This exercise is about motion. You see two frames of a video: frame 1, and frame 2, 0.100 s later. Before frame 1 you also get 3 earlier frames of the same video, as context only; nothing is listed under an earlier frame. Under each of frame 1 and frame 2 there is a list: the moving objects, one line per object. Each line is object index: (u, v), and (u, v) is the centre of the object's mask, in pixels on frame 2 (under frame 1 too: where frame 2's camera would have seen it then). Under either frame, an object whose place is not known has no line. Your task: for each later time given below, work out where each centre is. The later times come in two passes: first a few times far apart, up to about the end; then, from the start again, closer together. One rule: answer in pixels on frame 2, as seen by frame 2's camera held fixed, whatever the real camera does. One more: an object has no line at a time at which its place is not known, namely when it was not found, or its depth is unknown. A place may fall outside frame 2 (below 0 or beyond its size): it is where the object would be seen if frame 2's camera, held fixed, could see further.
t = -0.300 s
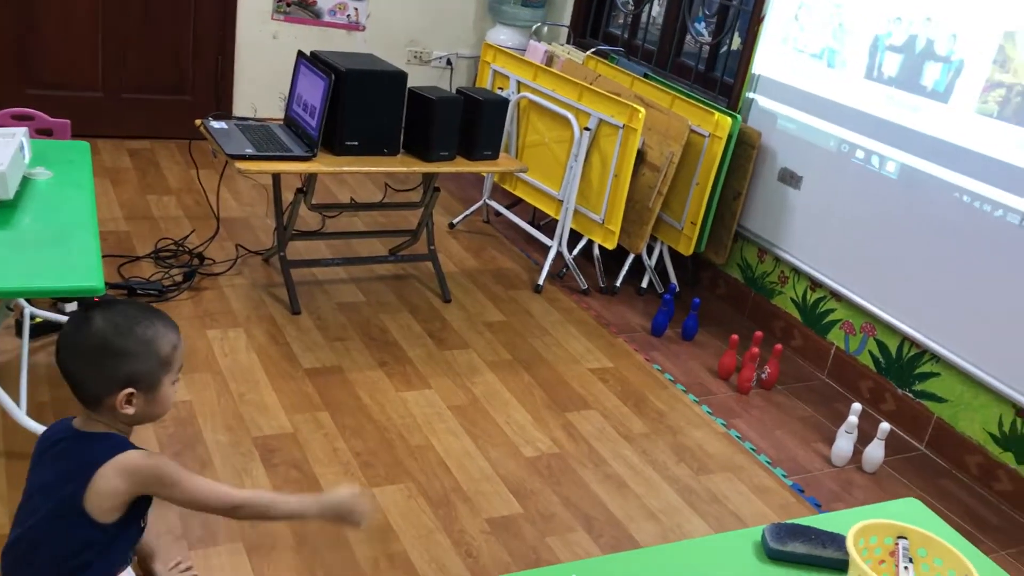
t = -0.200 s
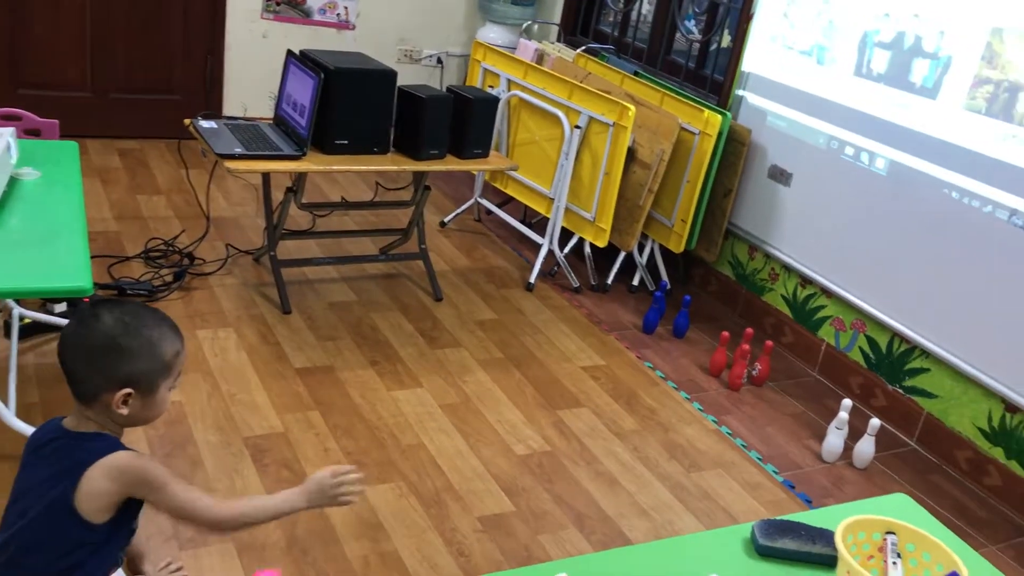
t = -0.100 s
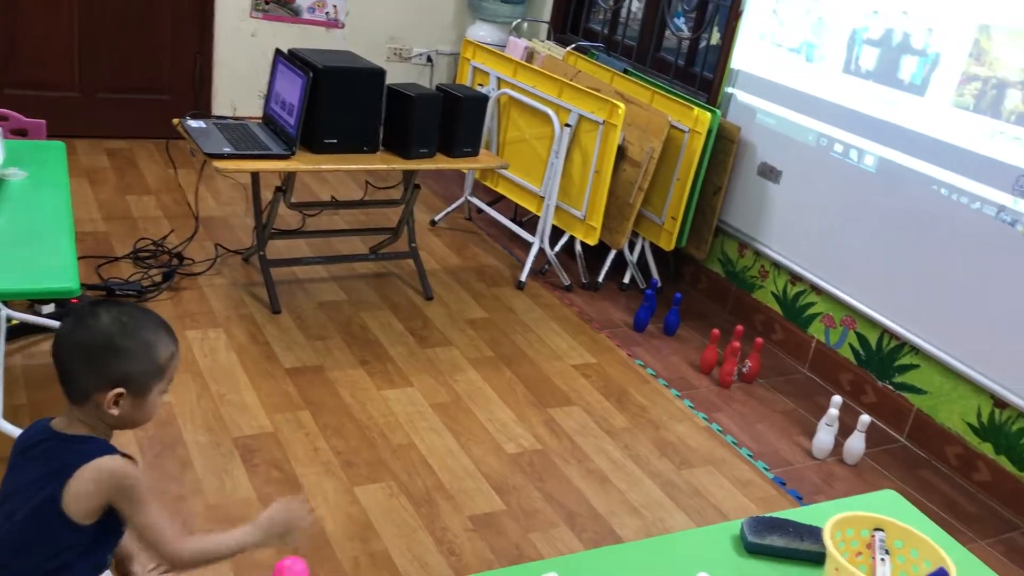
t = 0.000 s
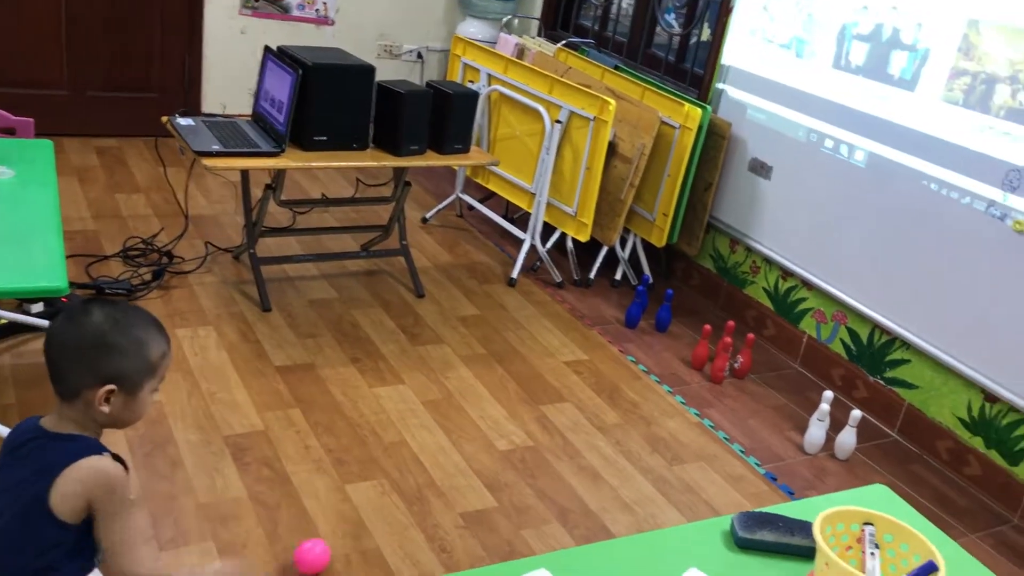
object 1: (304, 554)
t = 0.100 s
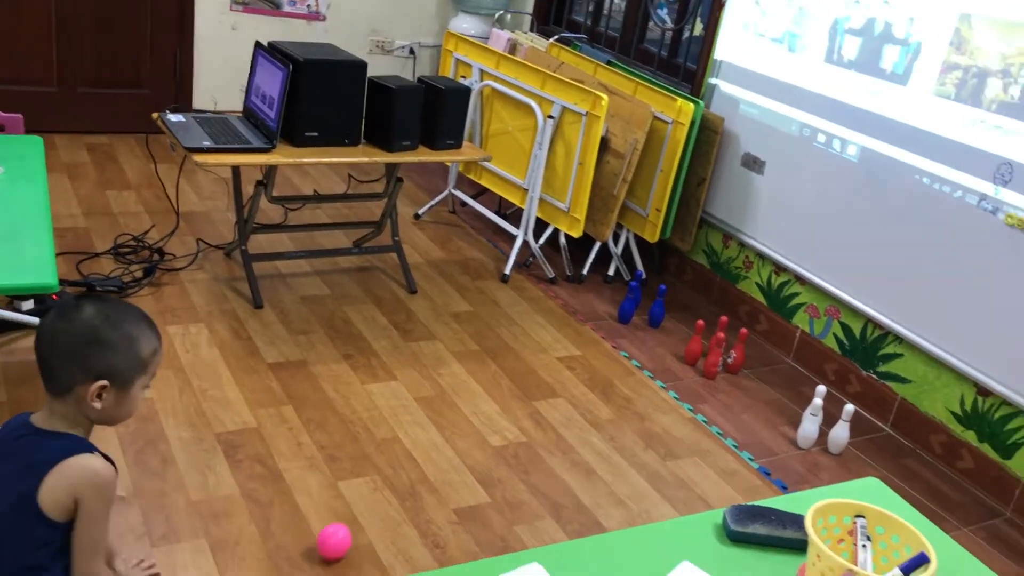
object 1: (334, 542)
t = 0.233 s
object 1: (368, 526)
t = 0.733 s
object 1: (486, 482)
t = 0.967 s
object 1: (533, 467)
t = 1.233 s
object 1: (582, 452)
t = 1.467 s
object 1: (622, 441)
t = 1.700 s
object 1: (660, 432)
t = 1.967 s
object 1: (702, 425)
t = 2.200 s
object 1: (736, 421)
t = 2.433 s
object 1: (767, 416)
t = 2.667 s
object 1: (793, 410)
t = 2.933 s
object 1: (827, 404)
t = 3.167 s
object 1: (840, 399)
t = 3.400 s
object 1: (843, 398)
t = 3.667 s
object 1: (838, 397)
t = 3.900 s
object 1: (834, 397)
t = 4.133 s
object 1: (830, 394)
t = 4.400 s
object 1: (826, 388)
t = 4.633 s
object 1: (830, 390)
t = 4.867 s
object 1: (831, 391)
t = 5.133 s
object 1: (833, 390)
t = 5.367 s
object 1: (837, 393)
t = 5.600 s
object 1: (840, 396)
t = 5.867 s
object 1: (838, 397)
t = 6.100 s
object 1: (840, 398)
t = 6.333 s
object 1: (846, 401)
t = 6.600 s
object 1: (854, 408)
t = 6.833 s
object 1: (859, 413)
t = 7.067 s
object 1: (863, 414)
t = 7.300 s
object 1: (871, 416)
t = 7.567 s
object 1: (875, 416)
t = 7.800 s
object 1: (872, 414)
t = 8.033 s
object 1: (867, 409)
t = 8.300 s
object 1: (861, 405)
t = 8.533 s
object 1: (859, 403)
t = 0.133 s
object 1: (342, 538)
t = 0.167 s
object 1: (351, 534)
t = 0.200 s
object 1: (359, 530)
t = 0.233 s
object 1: (368, 526)
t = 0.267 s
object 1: (377, 522)
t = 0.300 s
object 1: (386, 519)
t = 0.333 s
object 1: (394, 516)
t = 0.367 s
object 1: (402, 512)
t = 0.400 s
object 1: (409, 509)
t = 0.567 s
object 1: (448, 495)
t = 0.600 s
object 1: (455, 492)
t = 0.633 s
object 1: (462, 490)
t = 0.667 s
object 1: (470, 487)
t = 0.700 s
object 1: (478, 484)
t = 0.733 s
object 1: (486, 482)
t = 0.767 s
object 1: (493, 480)
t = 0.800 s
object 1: (498, 478)
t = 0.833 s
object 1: (505, 475)
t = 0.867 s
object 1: (512, 473)
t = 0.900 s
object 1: (519, 470)
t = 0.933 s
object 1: (526, 468)
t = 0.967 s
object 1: (533, 467)
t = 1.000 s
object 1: (539, 465)
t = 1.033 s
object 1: (544, 462)
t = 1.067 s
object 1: (550, 460)
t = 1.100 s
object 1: (556, 458)
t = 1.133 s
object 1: (562, 456)
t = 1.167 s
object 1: (569, 454)
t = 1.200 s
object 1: (576, 453)
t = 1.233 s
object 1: (582, 452)
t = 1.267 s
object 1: (588, 450)
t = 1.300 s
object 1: (593, 449)
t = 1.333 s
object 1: (598, 446)
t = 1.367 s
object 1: (604, 445)
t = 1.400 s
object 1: (610, 443)
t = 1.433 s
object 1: (616, 442)
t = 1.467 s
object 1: (622, 441)
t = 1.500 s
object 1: (628, 440)
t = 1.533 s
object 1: (633, 438)
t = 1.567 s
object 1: (637, 437)
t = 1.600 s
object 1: (643, 435)
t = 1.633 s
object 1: (648, 434)
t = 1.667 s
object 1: (654, 433)
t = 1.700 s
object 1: (660, 432)
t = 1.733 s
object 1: (665, 432)
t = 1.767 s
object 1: (670, 430)
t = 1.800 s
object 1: (675, 430)
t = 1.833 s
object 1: (680, 428)
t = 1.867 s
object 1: (685, 427)
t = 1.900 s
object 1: (690, 426)
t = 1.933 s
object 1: (696, 425)
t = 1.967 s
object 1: (702, 425)
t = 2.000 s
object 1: (706, 425)
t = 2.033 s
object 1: (712, 424)
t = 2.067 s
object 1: (716, 423)
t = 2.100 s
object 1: (720, 422)
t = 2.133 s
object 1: (724, 421)
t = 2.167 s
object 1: (729, 422)
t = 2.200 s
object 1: (736, 421)
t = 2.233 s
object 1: (741, 420)
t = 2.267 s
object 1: (746, 420)
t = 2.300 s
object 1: (750, 419)
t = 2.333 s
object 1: (755, 420)
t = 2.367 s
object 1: (759, 418)
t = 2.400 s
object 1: (763, 418)
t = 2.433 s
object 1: (767, 416)
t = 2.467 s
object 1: (771, 415)
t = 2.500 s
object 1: (776, 413)
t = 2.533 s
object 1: (779, 413)
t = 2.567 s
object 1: (783, 412)
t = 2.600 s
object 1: (787, 412)
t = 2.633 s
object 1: (790, 411)
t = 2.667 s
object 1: (793, 410)
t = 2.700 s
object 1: (795, 409)
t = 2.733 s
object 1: (798, 406)
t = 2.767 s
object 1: (801, 405)
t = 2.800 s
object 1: (803, 403)
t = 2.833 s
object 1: (805, 402)
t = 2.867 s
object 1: (806, 402)
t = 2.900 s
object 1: (819, 398)
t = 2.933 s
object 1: (827, 404)
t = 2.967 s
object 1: (828, 403)
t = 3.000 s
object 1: (829, 403)
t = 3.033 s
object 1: (830, 403)
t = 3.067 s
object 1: (832, 402)
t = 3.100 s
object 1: (834, 401)
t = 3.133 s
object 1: (836, 400)
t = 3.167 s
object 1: (840, 399)
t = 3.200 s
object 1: (843, 399)
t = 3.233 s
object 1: (848, 398)
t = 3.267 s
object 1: (851, 398)
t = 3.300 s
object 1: (851, 398)
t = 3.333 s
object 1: (848, 398)
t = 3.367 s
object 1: (845, 398)
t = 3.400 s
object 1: (843, 398)
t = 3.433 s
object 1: (842, 398)
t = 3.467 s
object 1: (841, 398)
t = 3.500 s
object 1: (841, 397)
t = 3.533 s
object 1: (839, 397)
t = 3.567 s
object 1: (839, 397)
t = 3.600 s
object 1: (838, 397)
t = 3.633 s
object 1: (838, 397)
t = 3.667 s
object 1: (838, 397)
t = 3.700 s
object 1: (837, 397)
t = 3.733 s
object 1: (837, 397)
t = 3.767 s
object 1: (836, 397)
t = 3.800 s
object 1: (836, 397)
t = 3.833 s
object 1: (835, 397)
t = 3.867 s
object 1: (835, 397)
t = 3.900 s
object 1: (834, 397)
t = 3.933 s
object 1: (834, 397)
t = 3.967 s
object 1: (833, 396)
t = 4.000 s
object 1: (832, 396)
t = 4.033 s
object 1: (832, 396)
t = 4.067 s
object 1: (831, 395)
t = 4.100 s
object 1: (831, 395)
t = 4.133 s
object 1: (830, 394)
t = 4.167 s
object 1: (830, 393)
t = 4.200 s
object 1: (829, 392)
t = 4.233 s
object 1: (828, 391)
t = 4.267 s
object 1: (828, 391)
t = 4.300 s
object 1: (827, 390)
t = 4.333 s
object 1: (827, 389)
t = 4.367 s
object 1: (826, 388)
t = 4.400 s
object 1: (826, 388)
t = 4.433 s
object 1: (826, 388)
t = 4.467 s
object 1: (827, 388)
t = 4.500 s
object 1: (827, 388)
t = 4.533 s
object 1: (828, 389)
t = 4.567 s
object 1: (828, 389)
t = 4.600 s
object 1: (829, 390)
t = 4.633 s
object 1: (830, 390)
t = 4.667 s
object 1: (830, 391)
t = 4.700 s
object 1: (831, 391)
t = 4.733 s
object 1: (830, 391)
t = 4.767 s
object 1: (831, 391)
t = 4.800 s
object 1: (831, 391)
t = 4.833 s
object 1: (831, 391)
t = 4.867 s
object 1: (831, 391)
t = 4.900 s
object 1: (831, 391)
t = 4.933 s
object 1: (831, 391)
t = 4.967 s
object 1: (831, 391)
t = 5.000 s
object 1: (832, 391)
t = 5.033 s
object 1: (832, 391)
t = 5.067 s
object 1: (832, 391)
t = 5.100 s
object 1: (832, 390)
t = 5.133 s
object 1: (833, 390)
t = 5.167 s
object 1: (833, 391)
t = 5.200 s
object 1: (834, 391)
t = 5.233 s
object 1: (834, 391)
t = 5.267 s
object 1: (835, 392)
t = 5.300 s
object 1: (836, 392)
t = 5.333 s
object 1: (837, 392)
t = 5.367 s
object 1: (837, 393)
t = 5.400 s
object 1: (838, 393)
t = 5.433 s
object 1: (839, 393)
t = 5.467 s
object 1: (839, 394)
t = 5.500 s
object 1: (840, 394)
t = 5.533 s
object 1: (840, 395)
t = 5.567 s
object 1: (840, 395)
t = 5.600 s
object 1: (840, 396)
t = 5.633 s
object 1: (841, 396)
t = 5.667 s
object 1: (841, 396)
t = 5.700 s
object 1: (840, 396)
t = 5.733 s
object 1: (840, 397)
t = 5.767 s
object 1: (839, 397)
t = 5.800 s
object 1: (839, 397)
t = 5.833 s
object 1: (838, 398)
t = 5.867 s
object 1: (838, 397)
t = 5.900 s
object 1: (838, 398)
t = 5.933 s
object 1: (838, 398)
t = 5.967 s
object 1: (838, 398)
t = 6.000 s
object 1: (838, 398)
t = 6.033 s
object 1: (839, 398)
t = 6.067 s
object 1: (840, 398)
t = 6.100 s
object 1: (840, 398)
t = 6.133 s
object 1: (841, 398)
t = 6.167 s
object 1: (841, 398)
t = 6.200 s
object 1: (842, 399)
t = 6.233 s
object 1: (843, 399)
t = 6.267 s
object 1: (844, 400)
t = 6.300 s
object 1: (846, 400)
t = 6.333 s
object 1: (846, 401)
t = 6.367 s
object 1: (847, 402)
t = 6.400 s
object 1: (848, 402)
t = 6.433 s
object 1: (850, 404)
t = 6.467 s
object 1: (851, 405)
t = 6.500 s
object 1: (851, 405)
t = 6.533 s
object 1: (851, 405)
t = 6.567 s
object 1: (853, 406)
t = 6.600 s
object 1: (854, 408)
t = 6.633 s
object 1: (853, 407)
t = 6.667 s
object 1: (854, 409)
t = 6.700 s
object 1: (854, 409)
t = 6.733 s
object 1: (855, 411)
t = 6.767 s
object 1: (857, 411)
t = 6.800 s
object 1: (858, 413)
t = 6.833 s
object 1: (859, 413)
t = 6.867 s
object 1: (859, 414)
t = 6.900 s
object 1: (860, 414)
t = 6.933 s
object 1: (861, 414)
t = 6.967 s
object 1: (862, 414)
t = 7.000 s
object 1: (862, 414)
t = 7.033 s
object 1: (863, 414)
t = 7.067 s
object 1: (863, 414)
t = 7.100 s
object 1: (865, 414)
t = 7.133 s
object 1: (865, 414)
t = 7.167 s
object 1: (865, 415)
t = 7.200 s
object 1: (867, 414)
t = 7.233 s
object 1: (868, 415)
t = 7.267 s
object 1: (869, 415)
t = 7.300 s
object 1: (871, 416)
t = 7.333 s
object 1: (871, 416)
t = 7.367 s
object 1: (873, 416)
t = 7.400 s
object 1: (874, 417)
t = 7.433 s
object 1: (875, 417)
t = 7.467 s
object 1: (875, 417)
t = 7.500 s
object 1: (876, 417)
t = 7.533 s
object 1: (875, 417)
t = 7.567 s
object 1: (875, 416)
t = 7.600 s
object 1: (874, 416)
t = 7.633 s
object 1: (874, 416)
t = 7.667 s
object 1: (874, 416)
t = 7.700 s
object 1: (874, 415)
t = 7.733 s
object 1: (873, 415)
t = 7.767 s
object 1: (873, 415)
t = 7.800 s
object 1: (872, 414)
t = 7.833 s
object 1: (871, 414)
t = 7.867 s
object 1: (871, 413)
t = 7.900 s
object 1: (870, 412)
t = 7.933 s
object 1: (869, 412)
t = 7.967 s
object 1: (868, 411)
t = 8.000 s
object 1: (867, 410)
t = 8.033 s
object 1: (867, 409)
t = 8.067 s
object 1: (865, 409)
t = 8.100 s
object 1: (865, 408)
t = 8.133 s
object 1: (864, 408)
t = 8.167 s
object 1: (863, 407)
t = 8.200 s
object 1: (863, 407)
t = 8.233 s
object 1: (863, 406)
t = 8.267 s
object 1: (861, 405)
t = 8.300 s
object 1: (861, 405)
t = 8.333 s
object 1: (860, 404)
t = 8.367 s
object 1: (860, 403)
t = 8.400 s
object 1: (860, 403)
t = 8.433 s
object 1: (859, 403)
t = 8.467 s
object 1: (859, 403)
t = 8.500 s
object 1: (859, 403)
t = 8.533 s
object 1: (859, 403)
